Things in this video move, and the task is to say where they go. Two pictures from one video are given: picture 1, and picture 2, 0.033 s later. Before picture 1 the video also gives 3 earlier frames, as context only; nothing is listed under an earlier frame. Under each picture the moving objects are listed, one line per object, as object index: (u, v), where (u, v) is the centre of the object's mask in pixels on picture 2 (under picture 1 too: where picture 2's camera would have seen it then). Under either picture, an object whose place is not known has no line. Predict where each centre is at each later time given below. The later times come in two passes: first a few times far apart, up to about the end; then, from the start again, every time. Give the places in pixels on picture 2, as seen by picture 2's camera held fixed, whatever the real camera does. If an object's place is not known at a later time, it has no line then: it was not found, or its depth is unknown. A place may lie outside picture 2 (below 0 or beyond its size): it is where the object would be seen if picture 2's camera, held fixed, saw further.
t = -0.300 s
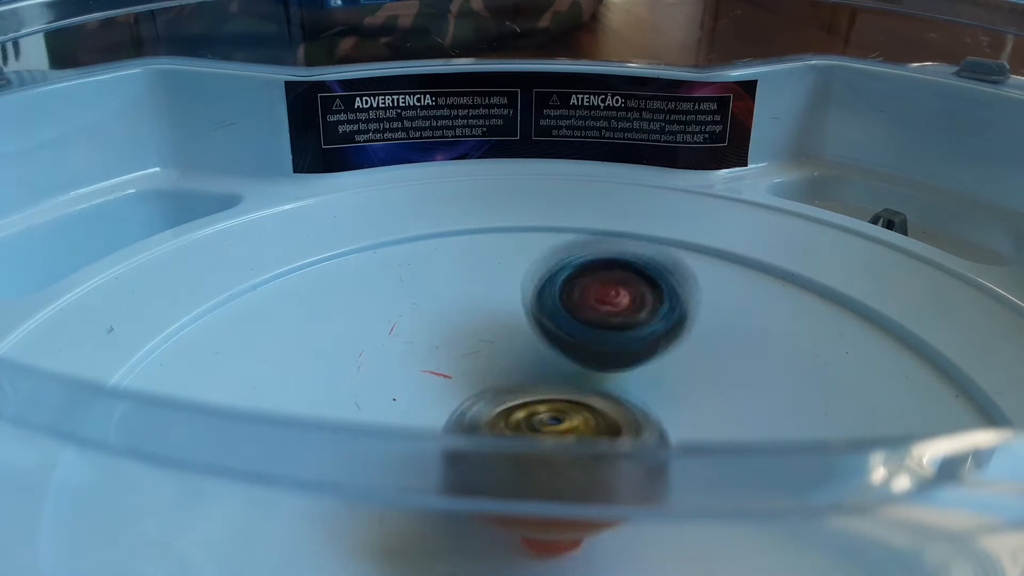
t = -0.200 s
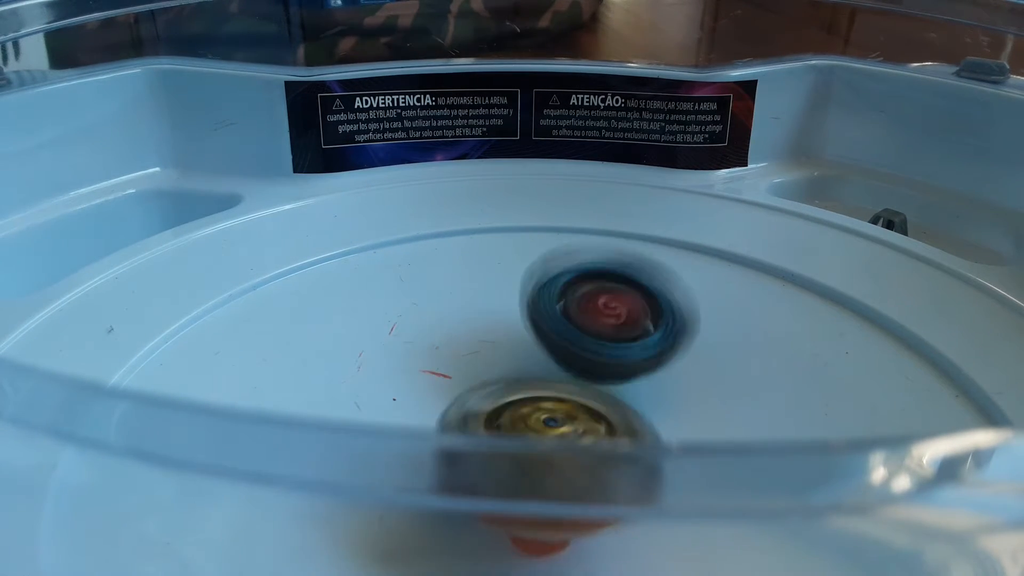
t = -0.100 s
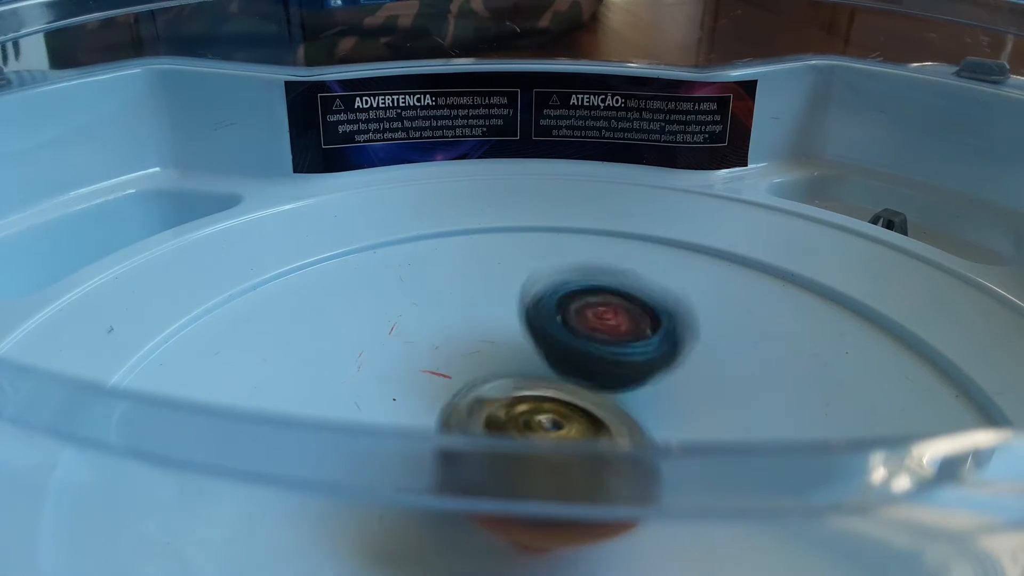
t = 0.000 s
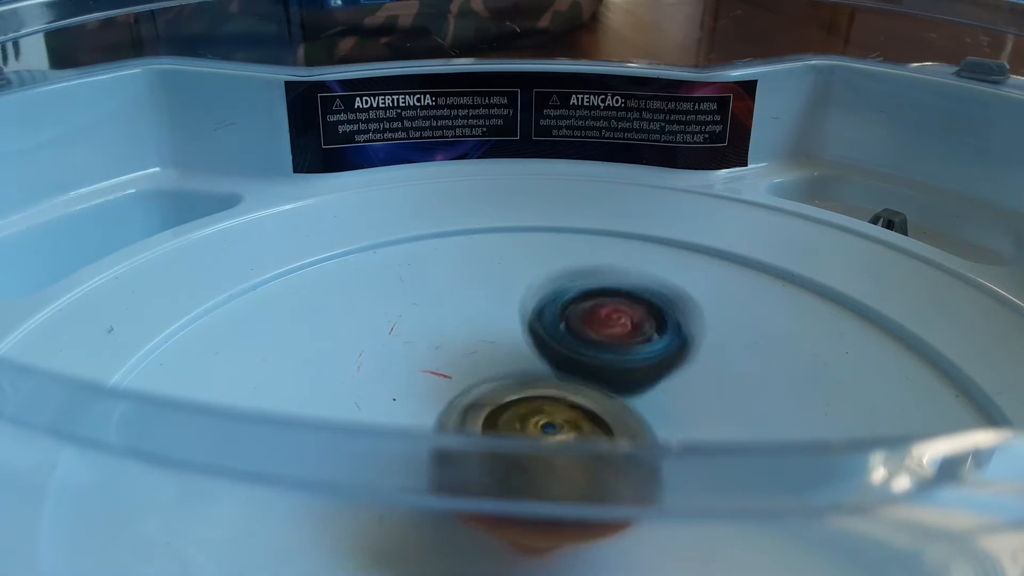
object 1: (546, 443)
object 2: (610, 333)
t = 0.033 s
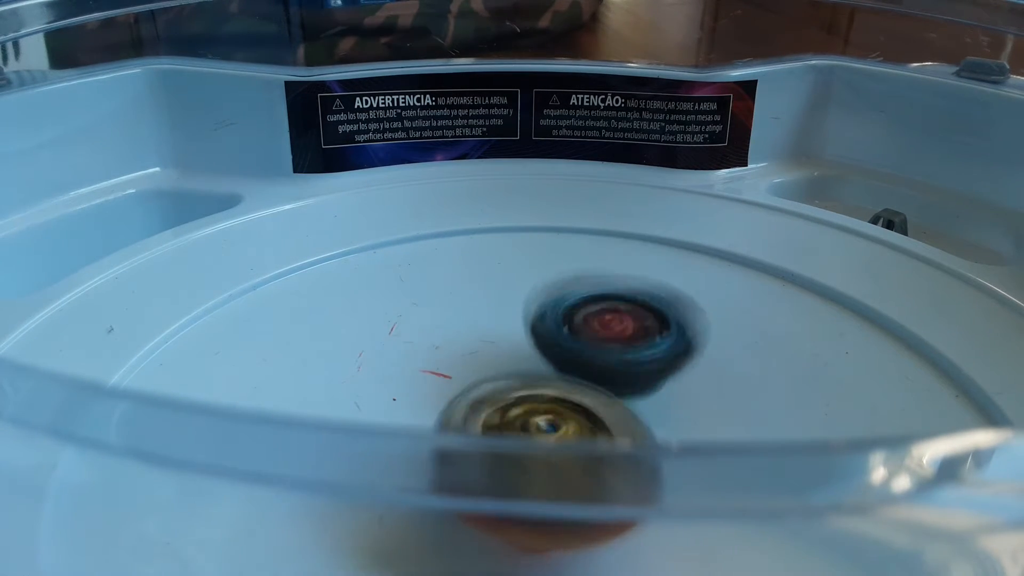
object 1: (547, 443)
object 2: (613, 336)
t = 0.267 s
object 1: (546, 442)
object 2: (633, 332)
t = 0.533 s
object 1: (545, 443)
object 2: (633, 325)
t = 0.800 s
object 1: (550, 442)
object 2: (629, 335)
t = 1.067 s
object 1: (541, 442)
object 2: (655, 329)
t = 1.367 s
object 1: (540, 440)
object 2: (656, 345)
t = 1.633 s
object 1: (534, 439)
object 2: (658, 351)
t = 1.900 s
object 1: (527, 435)
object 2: (647, 348)
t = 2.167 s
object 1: (515, 431)
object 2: (653, 382)
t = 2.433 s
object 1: (509, 419)
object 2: (698, 385)
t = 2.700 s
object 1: (514, 422)
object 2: (622, 360)
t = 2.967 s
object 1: (430, 427)
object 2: (602, 362)
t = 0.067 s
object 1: (546, 444)
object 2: (617, 335)
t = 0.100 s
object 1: (548, 442)
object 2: (620, 335)
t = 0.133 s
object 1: (546, 442)
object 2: (625, 336)
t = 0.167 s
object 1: (550, 442)
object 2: (629, 338)
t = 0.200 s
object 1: (551, 441)
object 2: (632, 337)
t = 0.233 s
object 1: (548, 460)
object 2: (632, 334)
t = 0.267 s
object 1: (546, 442)
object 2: (633, 332)
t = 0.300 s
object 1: (547, 441)
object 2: (636, 331)
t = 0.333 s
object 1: (549, 441)
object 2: (638, 330)
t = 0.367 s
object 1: (554, 443)
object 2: (637, 331)
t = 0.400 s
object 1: (552, 442)
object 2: (637, 331)
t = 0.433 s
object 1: (549, 442)
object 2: (635, 334)
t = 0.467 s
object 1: (546, 440)
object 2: (634, 335)
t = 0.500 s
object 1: (545, 442)
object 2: (631, 333)
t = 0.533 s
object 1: (545, 443)
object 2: (633, 325)
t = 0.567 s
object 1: (545, 443)
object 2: (635, 319)
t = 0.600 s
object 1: (544, 444)
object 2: (632, 317)
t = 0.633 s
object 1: (545, 442)
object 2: (632, 318)
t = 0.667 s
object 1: (546, 442)
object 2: (632, 320)
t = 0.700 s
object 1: (550, 442)
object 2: (632, 323)
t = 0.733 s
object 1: (548, 443)
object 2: (629, 326)
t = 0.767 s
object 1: (550, 443)
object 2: (629, 331)
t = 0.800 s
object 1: (550, 442)
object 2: (629, 335)
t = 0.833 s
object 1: (547, 441)
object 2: (630, 336)
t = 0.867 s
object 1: (541, 443)
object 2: (636, 330)
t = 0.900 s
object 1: (535, 463)
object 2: (647, 323)
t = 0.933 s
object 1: (534, 463)
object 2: (645, 319)
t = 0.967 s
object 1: (539, 441)
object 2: (646, 321)
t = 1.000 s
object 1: (539, 442)
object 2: (648, 324)
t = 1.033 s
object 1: (541, 442)
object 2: (650, 327)
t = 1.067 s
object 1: (541, 442)
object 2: (655, 329)
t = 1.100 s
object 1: (539, 441)
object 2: (656, 332)
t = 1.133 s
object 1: (541, 442)
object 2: (656, 336)
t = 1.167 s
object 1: (542, 440)
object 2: (656, 340)
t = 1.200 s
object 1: (546, 440)
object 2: (658, 344)
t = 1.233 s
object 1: (547, 439)
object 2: (660, 347)
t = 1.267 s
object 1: (545, 441)
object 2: (659, 346)
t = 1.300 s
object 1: (541, 441)
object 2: (656, 345)
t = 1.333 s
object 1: (541, 442)
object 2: (654, 346)
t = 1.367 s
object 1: (540, 440)
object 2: (656, 345)
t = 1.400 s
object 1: (539, 441)
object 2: (658, 343)
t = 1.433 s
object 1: (535, 462)
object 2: (659, 339)
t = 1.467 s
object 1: (536, 460)
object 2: (657, 339)
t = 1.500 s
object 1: (538, 460)
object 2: (656, 341)
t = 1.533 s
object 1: (537, 459)
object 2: (657, 344)
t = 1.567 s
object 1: (536, 438)
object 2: (657, 348)
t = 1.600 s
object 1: (535, 439)
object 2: (657, 351)
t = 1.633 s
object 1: (534, 439)
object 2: (658, 351)
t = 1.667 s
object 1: (537, 439)
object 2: (657, 353)
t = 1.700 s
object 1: (533, 436)
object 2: (655, 351)
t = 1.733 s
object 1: (523, 439)
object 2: (653, 342)
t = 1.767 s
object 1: (521, 438)
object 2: (647, 335)
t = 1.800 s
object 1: (519, 437)
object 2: (644, 335)
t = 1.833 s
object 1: (522, 437)
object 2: (640, 337)
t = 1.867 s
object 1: (527, 434)
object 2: (642, 340)
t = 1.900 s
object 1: (527, 435)
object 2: (647, 348)
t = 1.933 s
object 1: (522, 435)
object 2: (650, 350)
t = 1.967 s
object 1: (512, 437)
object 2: (648, 347)
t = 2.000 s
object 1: (507, 437)
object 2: (648, 347)
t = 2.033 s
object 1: (508, 438)
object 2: (650, 357)
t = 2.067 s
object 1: (512, 437)
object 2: (652, 365)
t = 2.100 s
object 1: (510, 437)
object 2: (653, 371)
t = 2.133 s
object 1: (511, 433)
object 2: (653, 373)
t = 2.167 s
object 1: (515, 431)
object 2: (653, 382)
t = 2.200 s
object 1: (504, 431)
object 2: (667, 383)
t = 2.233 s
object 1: (499, 434)
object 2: (684, 383)
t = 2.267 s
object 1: (485, 429)
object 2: (696, 385)
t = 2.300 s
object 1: (488, 429)
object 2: (705, 387)
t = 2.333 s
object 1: (498, 427)
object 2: (709, 389)
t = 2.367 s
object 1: (502, 424)
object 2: (708, 393)
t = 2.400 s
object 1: (501, 421)
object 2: (706, 392)
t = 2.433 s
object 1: (509, 419)
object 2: (698, 385)
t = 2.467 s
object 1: (523, 423)
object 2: (688, 381)
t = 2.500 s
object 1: (536, 424)
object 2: (683, 378)
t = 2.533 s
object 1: (532, 422)
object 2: (679, 380)
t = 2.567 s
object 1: (529, 422)
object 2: (671, 377)
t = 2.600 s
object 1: (525, 423)
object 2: (659, 375)
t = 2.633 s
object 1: (525, 422)
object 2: (653, 370)
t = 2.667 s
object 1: (521, 421)
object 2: (636, 363)
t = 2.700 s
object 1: (514, 422)
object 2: (622, 360)
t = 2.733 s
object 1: (500, 423)
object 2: (614, 351)
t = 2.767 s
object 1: (488, 426)
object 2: (608, 350)
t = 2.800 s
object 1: (472, 432)
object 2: (602, 354)
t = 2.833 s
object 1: (460, 431)
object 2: (598, 356)
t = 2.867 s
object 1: (444, 429)
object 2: (597, 358)
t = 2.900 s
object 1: (433, 429)
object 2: (596, 359)
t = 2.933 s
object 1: (439, 431)
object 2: (597, 361)
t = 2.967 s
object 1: (430, 427)
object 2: (602, 362)
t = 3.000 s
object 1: (425, 422)
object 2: (607, 364)
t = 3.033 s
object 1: (434, 416)
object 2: (613, 367)
